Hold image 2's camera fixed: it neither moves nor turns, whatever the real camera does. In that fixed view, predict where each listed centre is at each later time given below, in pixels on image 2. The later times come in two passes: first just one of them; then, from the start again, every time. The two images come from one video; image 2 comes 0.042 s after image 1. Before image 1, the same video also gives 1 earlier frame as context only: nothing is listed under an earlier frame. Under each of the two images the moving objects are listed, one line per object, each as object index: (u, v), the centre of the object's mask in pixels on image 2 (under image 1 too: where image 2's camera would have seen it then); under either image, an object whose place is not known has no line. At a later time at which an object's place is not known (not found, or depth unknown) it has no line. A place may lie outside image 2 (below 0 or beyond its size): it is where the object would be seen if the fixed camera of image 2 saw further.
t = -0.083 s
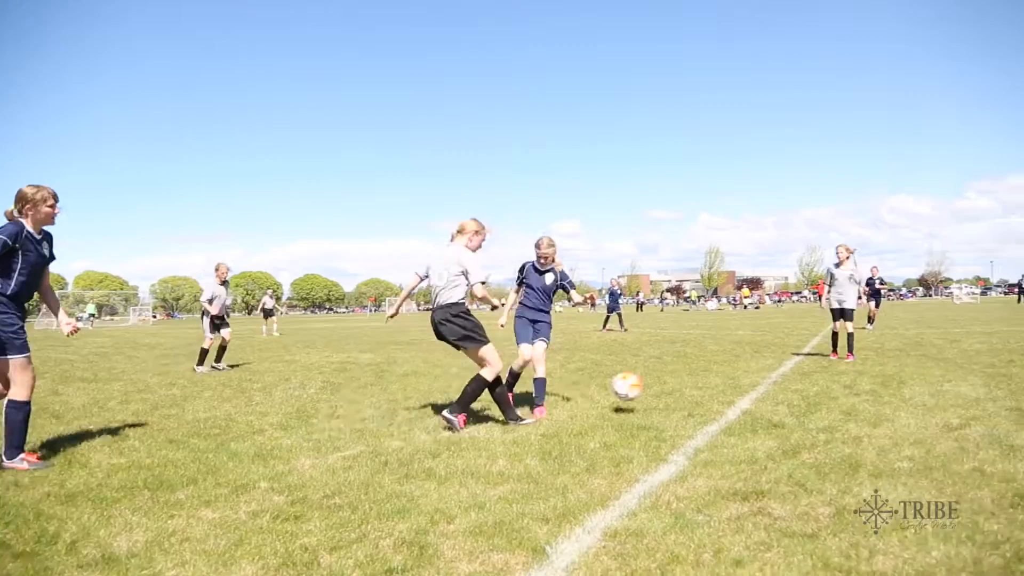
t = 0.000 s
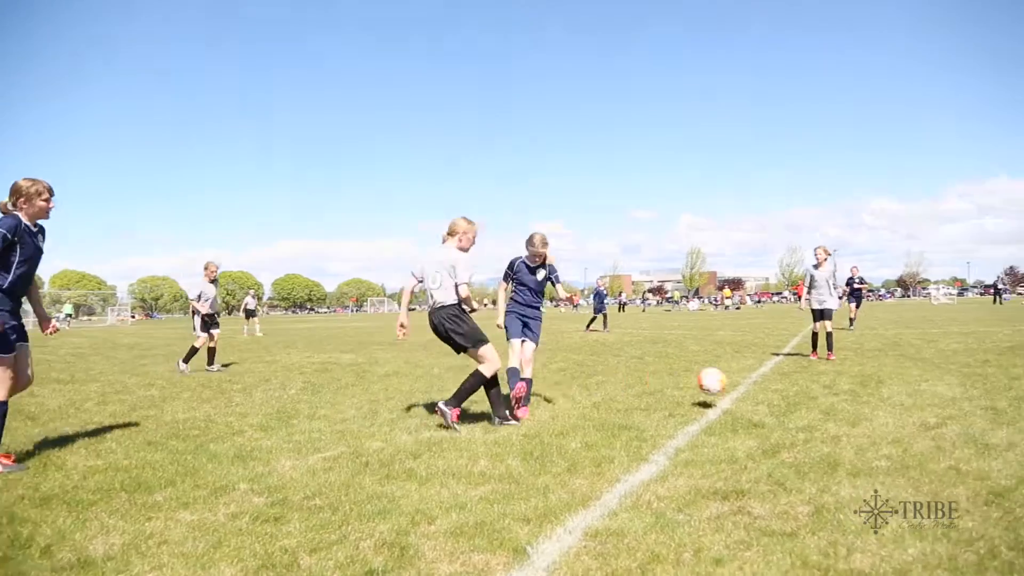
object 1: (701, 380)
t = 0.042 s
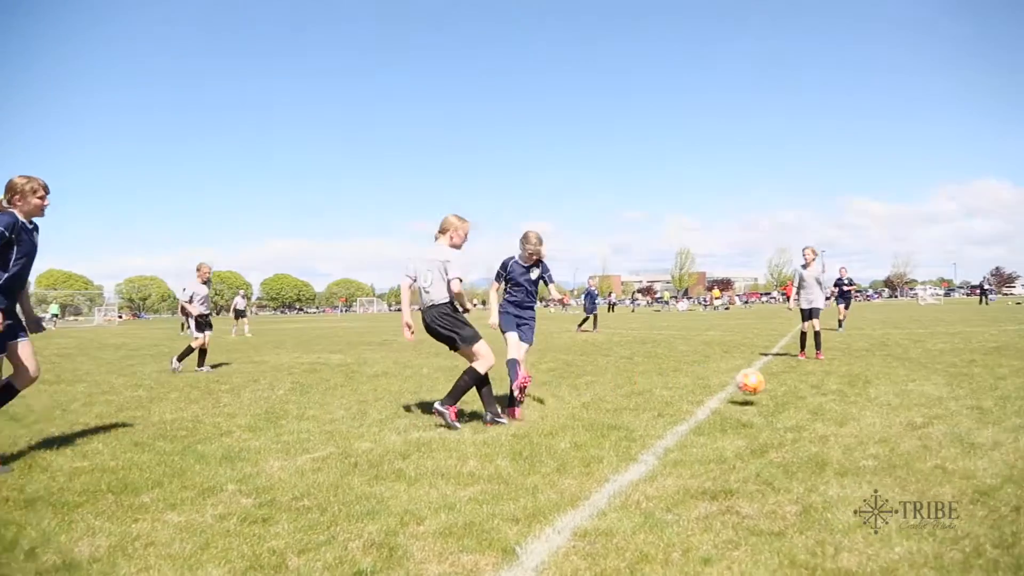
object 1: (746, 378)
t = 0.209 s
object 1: (913, 375)
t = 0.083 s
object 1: (799, 382)
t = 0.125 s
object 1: (840, 388)
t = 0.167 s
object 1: (880, 387)
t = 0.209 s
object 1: (913, 375)
